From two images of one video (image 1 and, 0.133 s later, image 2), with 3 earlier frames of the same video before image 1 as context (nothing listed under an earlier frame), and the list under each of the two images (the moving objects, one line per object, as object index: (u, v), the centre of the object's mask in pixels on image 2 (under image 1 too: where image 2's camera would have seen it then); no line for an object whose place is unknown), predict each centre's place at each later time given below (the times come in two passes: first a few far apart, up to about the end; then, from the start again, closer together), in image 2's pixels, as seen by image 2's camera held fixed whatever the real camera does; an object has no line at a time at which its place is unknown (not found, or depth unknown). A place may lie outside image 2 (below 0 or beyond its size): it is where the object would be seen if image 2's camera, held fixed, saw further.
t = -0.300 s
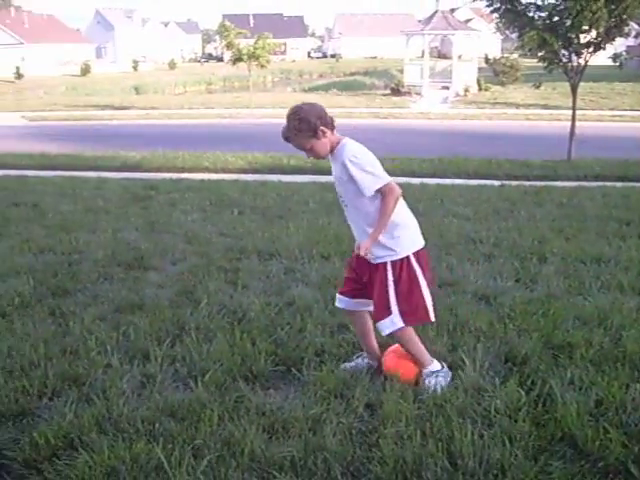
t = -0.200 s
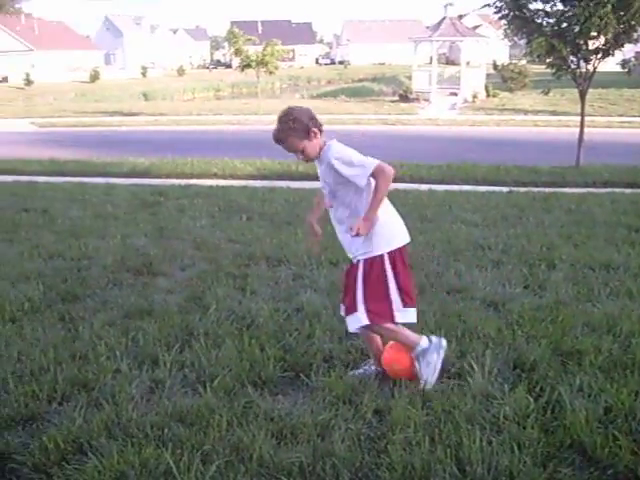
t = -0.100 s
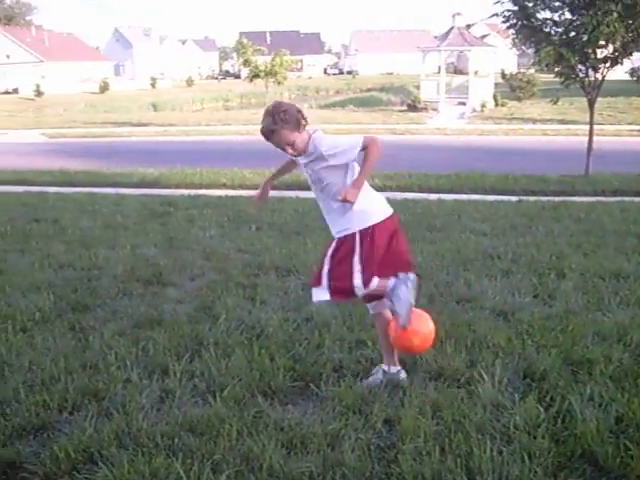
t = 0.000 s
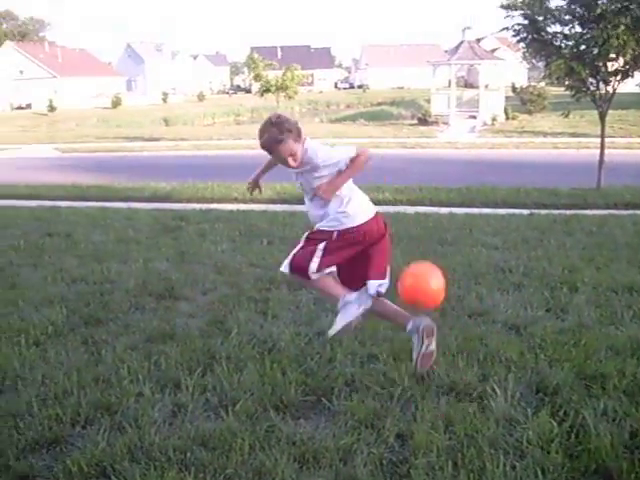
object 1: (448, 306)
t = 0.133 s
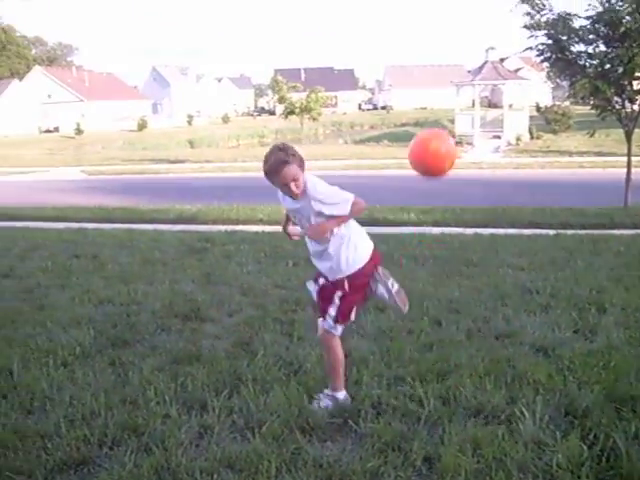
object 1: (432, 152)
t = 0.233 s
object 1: (419, 64)
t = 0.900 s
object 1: (350, 53)
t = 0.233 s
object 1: (419, 64)
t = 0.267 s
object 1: (415, 39)
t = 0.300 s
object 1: (411, 17)
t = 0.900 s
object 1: (350, 53)
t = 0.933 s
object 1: (348, 75)
